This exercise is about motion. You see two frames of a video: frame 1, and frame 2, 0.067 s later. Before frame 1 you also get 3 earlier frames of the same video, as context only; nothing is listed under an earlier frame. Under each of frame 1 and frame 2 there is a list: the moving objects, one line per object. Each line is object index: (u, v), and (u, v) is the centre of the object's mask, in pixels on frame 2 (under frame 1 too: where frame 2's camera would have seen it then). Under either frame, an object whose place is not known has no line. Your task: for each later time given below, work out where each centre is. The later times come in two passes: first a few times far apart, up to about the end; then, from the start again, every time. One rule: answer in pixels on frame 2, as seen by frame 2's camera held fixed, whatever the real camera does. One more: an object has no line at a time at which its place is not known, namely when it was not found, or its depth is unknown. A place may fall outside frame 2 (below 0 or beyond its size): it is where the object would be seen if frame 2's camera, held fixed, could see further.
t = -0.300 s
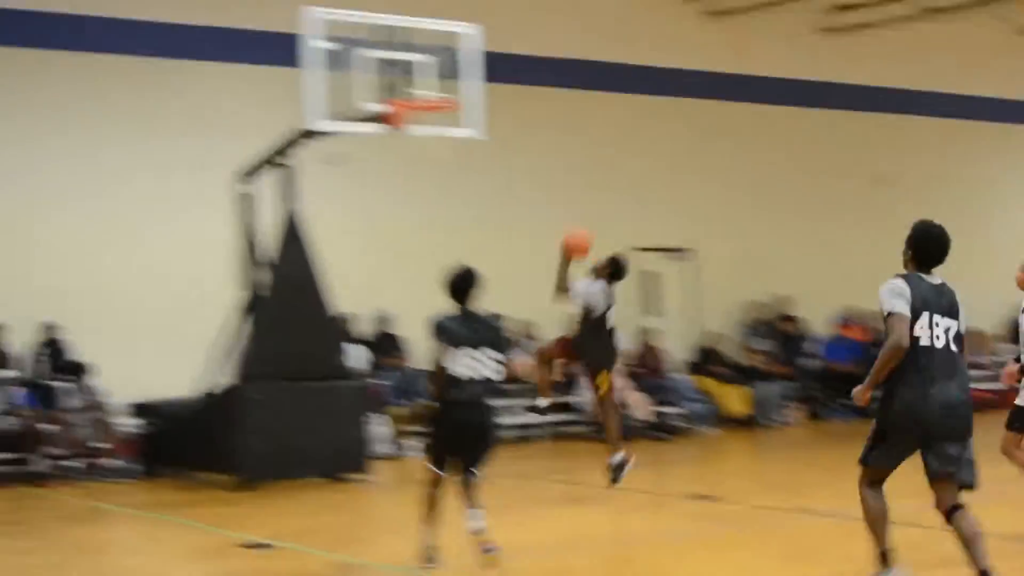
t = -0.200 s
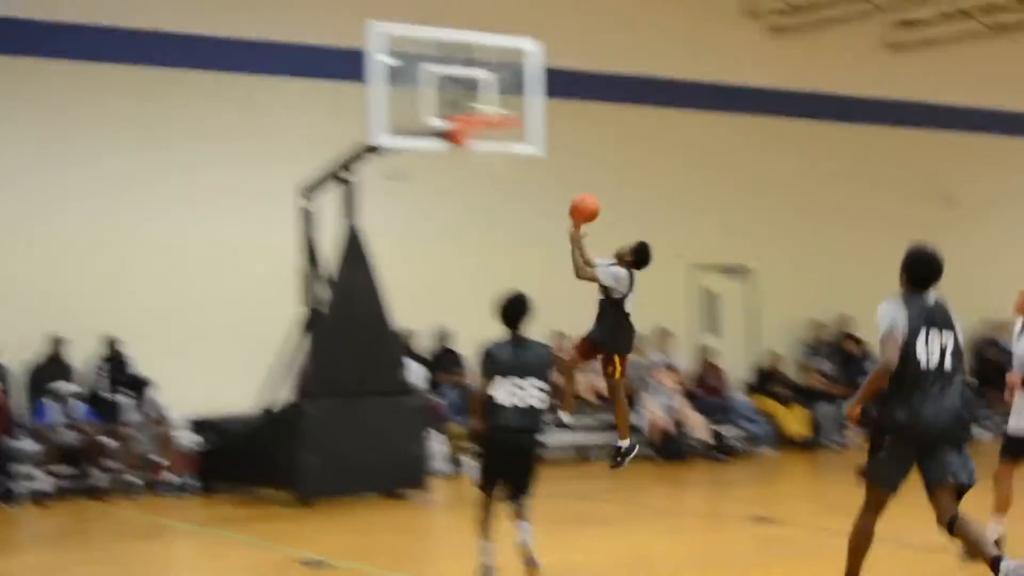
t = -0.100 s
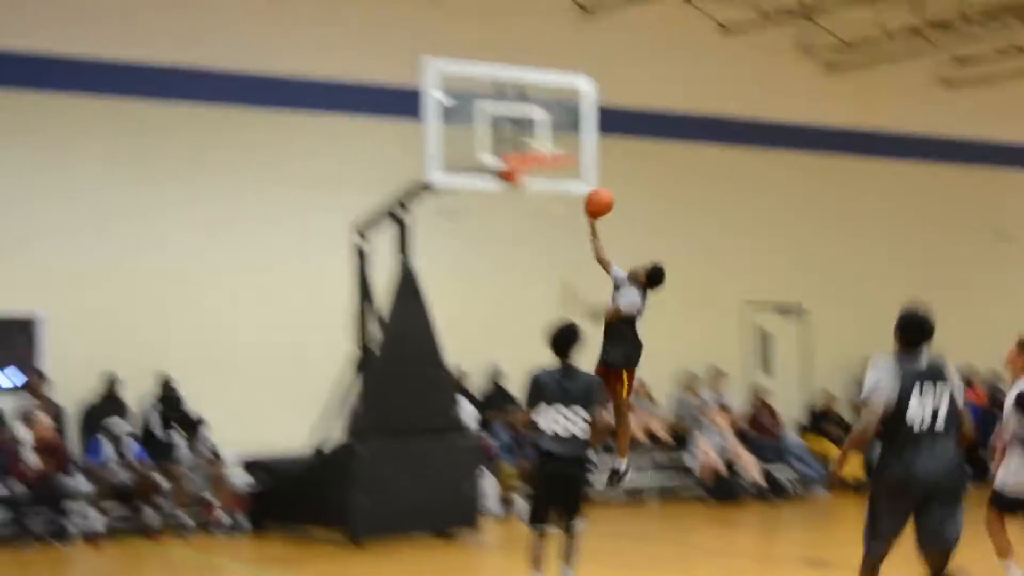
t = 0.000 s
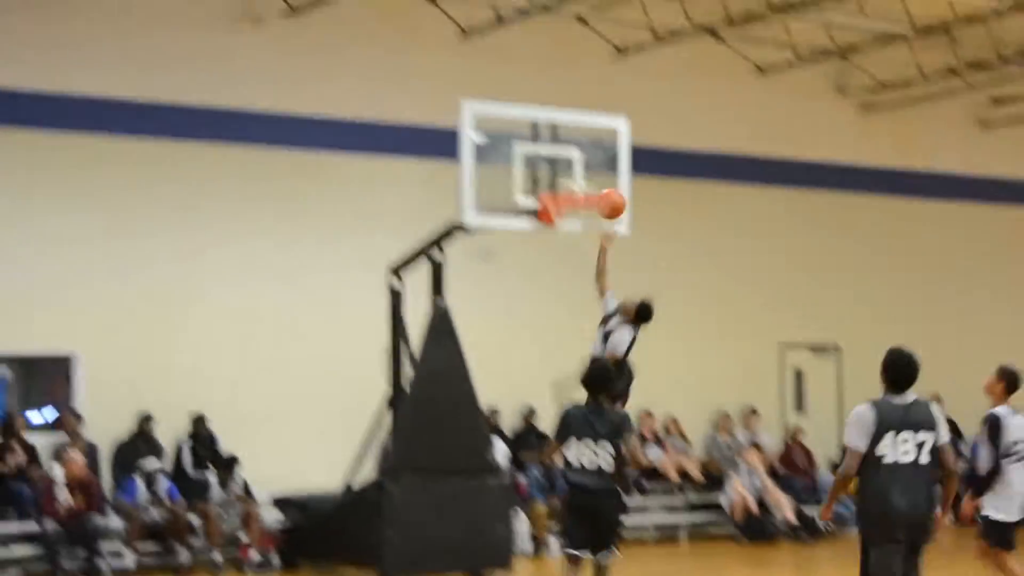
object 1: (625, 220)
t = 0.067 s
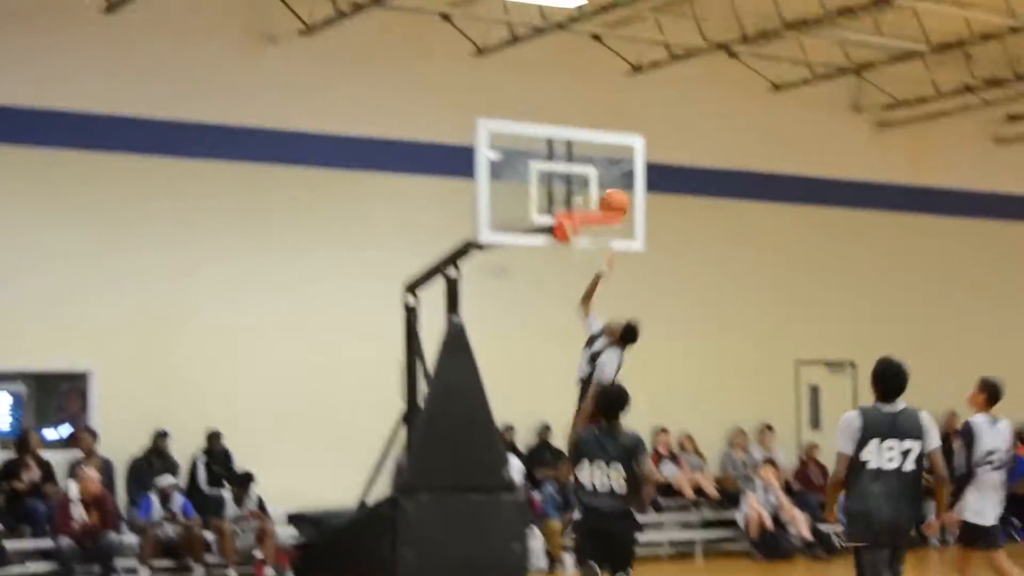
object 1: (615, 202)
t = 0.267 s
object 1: (613, 189)
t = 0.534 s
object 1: (606, 242)
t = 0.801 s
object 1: (586, 353)
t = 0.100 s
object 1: (614, 197)
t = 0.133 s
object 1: (613, 192)
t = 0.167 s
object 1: (613, 189)
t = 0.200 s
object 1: (612, 188)
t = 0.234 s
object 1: (612, 188)
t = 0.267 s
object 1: (613, 189)
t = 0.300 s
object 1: (612, 190)
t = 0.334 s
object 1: (612, 193)
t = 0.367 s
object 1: (612, 198)
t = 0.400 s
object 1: (611, 202)
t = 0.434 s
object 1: (611, 209)
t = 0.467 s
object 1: (611, 220)
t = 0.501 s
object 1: (608, 231)
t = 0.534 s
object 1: (606, 242)
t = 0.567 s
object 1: (603, 253)
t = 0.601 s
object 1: (600, 263)
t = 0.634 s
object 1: (599, 275)
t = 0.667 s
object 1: (596, 287)
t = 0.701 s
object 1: (593, 300)
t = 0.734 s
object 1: (591, 316)
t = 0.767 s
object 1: (589, 333)
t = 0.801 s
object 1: (586, 353)
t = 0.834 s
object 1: (583, 373)
